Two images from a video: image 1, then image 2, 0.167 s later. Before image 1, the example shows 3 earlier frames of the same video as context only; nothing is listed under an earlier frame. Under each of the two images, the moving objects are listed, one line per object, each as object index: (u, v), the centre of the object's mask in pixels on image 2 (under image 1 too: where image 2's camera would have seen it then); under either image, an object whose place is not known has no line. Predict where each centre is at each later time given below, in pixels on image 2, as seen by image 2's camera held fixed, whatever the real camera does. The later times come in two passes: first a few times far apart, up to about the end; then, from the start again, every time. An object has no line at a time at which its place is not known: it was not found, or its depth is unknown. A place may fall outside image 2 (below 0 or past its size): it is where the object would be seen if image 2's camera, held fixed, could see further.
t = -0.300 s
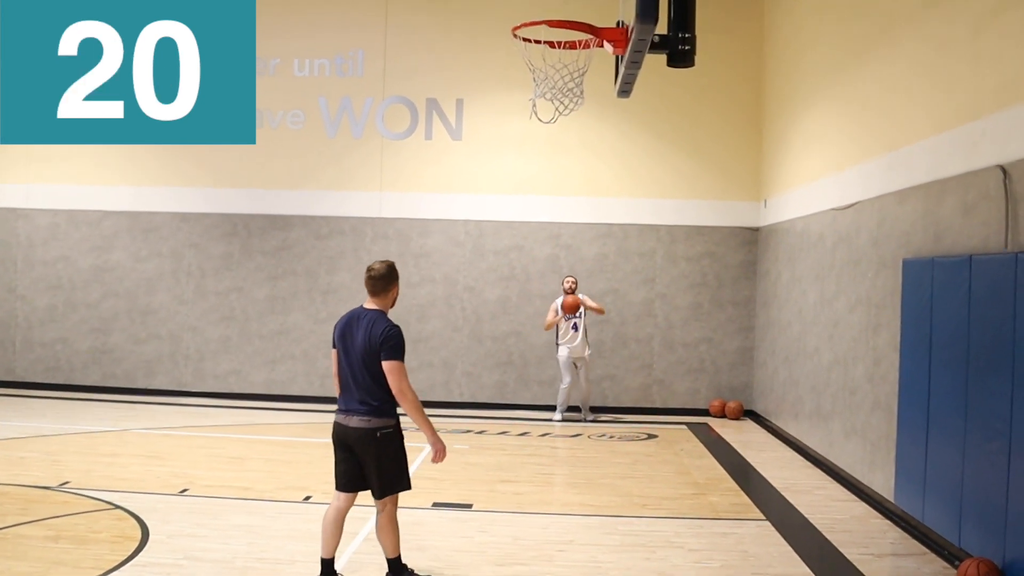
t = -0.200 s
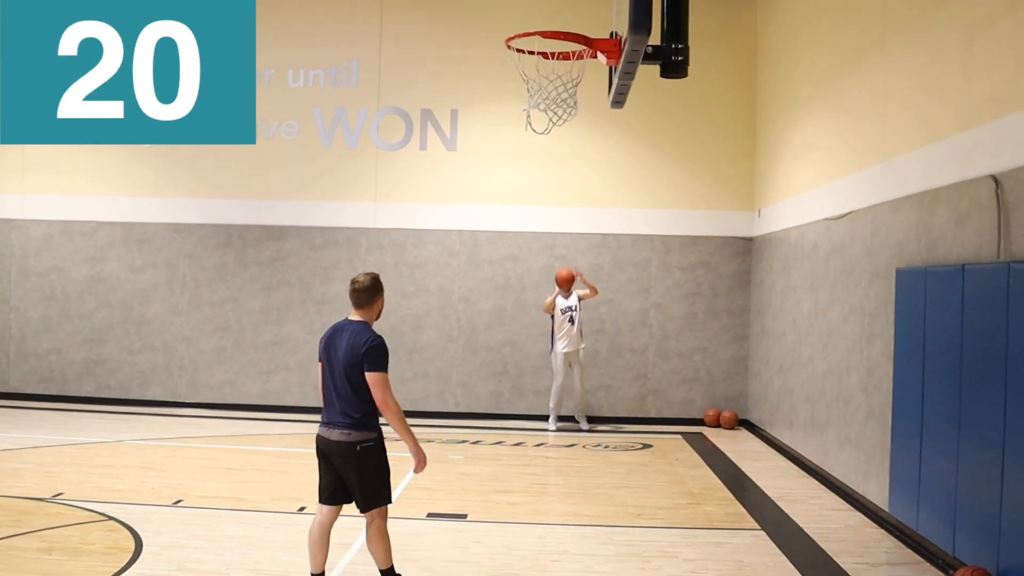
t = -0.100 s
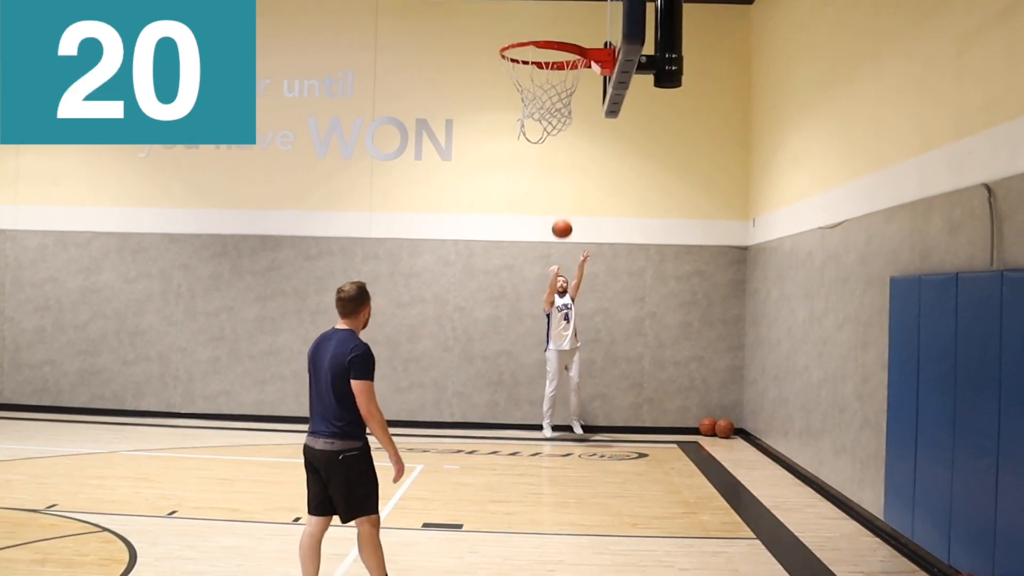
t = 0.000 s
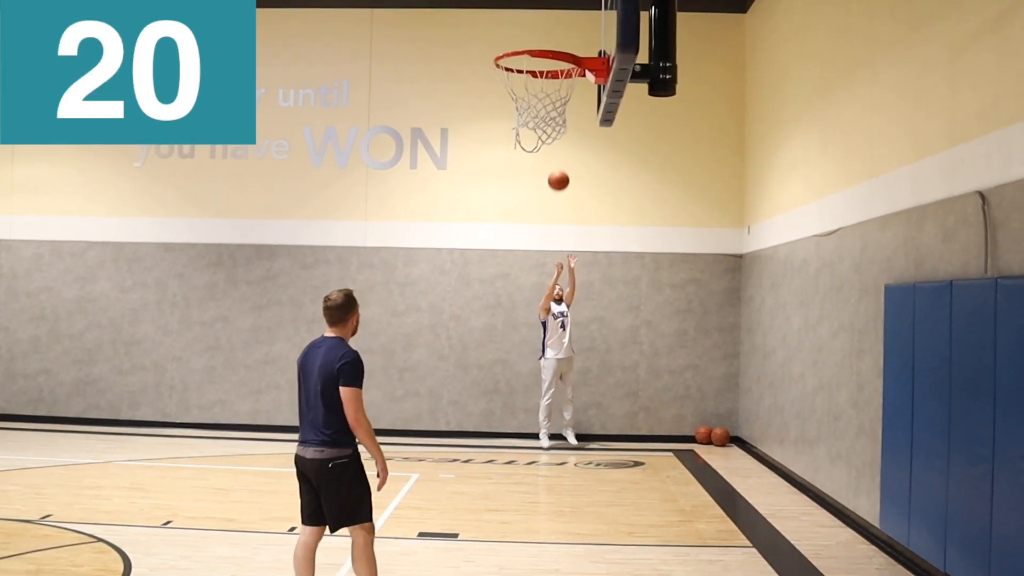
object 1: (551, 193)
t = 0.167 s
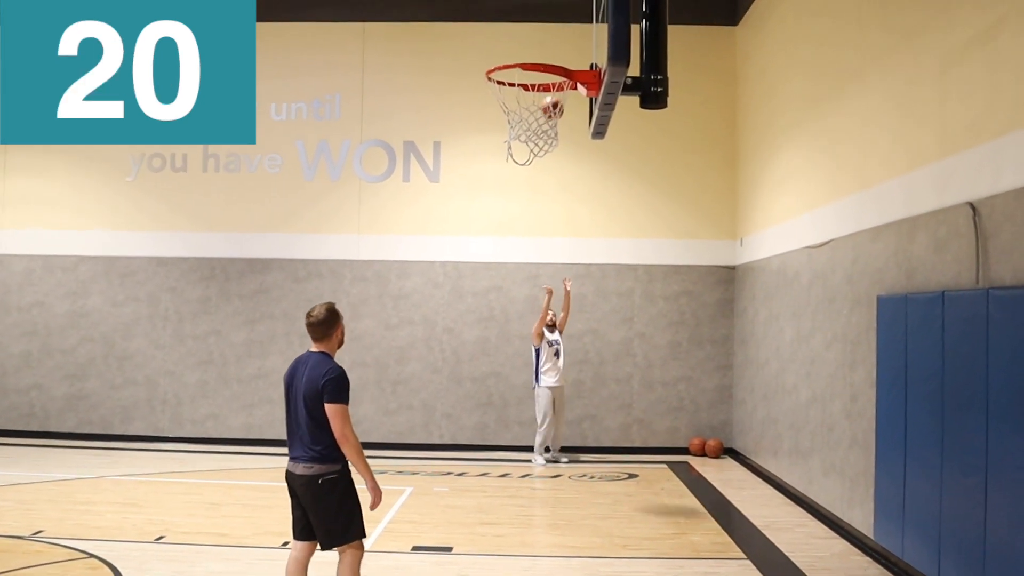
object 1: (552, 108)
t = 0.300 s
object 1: (552, 51)
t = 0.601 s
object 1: (550, -24)
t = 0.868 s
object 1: (546, -25)
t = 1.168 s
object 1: (528, 86)
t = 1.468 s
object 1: (540, 160)
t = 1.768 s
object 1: (577, 300)
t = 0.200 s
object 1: (551, 96)
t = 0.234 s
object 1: (549, 78)
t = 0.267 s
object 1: (553, 59)
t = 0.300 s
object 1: (552, 51)
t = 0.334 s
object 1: (552, 39)
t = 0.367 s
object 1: (552, 27)
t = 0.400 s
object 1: (552, 16)
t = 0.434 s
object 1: (552, 7)
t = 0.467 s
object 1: (552, -3)
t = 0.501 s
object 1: (552, -11)
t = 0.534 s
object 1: (551, -16)
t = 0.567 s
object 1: (551, -20)
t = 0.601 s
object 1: (550, -24)
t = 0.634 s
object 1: (550, -27)
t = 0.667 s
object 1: (550, -29)
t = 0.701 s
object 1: (549, -31)
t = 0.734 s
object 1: (549, -32)
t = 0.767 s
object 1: (548, -32)
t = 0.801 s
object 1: (548, -32)
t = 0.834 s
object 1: (547, -30)
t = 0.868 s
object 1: (546, -25)
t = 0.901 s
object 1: (545, -16)
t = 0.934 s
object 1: (544, -7)
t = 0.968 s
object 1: (543, 3)
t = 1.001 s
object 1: (541, 17)
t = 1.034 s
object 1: (540, 34)
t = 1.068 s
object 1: (539, 49)
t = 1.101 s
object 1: (534, 70)
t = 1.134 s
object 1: (531, 75)
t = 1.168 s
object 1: (528, 86)
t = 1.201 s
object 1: (526, 93)
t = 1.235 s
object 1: (519, 103)
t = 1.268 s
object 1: (524, 144)
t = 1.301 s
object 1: (521, 149)
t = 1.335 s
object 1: (523, 152)
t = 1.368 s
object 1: (528, 152)
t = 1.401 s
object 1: (533, 154)
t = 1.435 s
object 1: (536, 156)
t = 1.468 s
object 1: (540, 160)
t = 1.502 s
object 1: (544, 167)
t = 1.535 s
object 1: (549, 176)
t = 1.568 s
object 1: (552, 189)
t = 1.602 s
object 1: (557, 203)
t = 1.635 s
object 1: (560, 220)
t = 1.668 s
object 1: (564, 238)
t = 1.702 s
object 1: (569, 254)
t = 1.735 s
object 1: (573, 275)
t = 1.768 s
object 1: (577, 300)
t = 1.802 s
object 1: (581, 325)
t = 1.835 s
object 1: (586, 351)
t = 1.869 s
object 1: (590, 381)
